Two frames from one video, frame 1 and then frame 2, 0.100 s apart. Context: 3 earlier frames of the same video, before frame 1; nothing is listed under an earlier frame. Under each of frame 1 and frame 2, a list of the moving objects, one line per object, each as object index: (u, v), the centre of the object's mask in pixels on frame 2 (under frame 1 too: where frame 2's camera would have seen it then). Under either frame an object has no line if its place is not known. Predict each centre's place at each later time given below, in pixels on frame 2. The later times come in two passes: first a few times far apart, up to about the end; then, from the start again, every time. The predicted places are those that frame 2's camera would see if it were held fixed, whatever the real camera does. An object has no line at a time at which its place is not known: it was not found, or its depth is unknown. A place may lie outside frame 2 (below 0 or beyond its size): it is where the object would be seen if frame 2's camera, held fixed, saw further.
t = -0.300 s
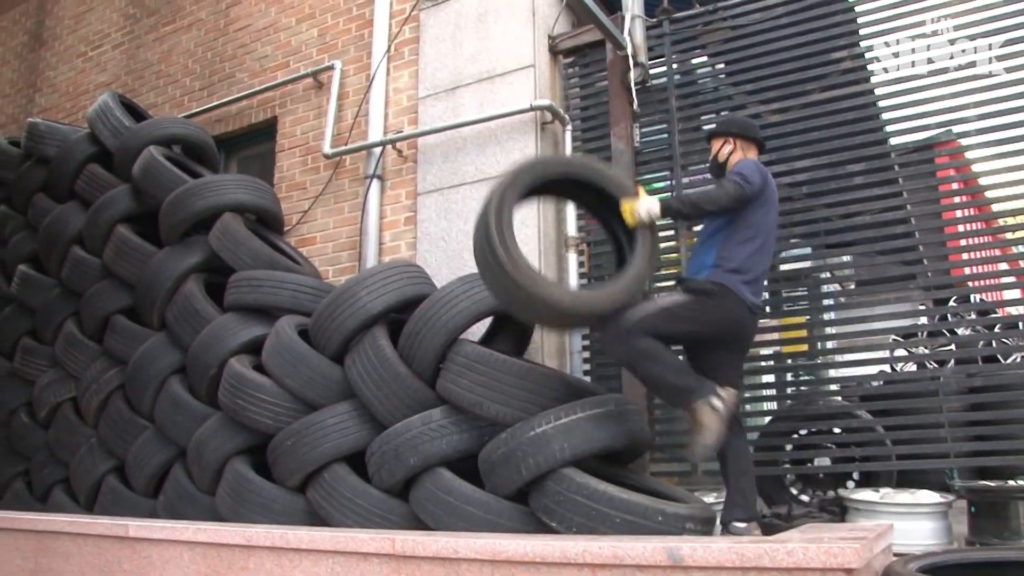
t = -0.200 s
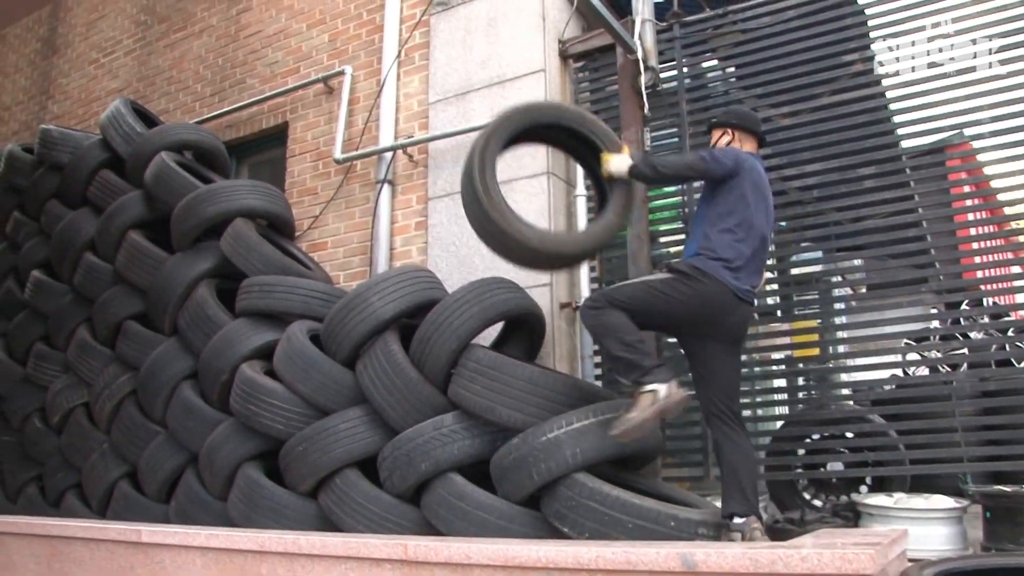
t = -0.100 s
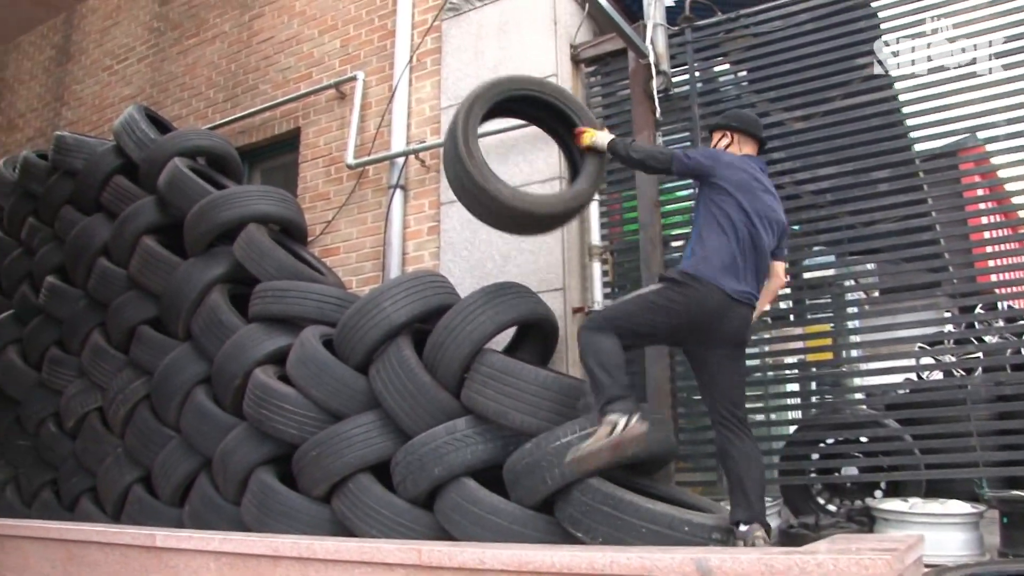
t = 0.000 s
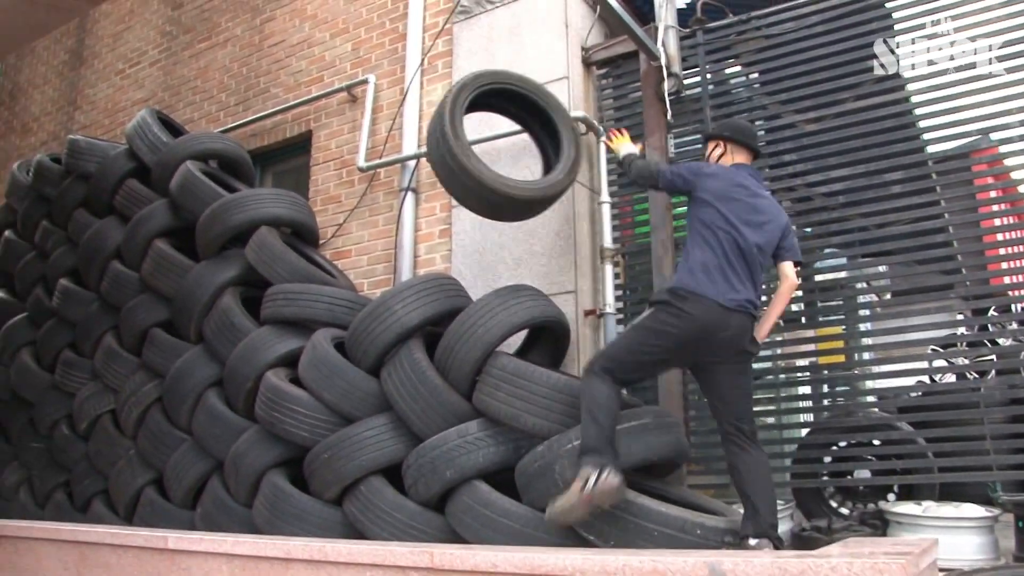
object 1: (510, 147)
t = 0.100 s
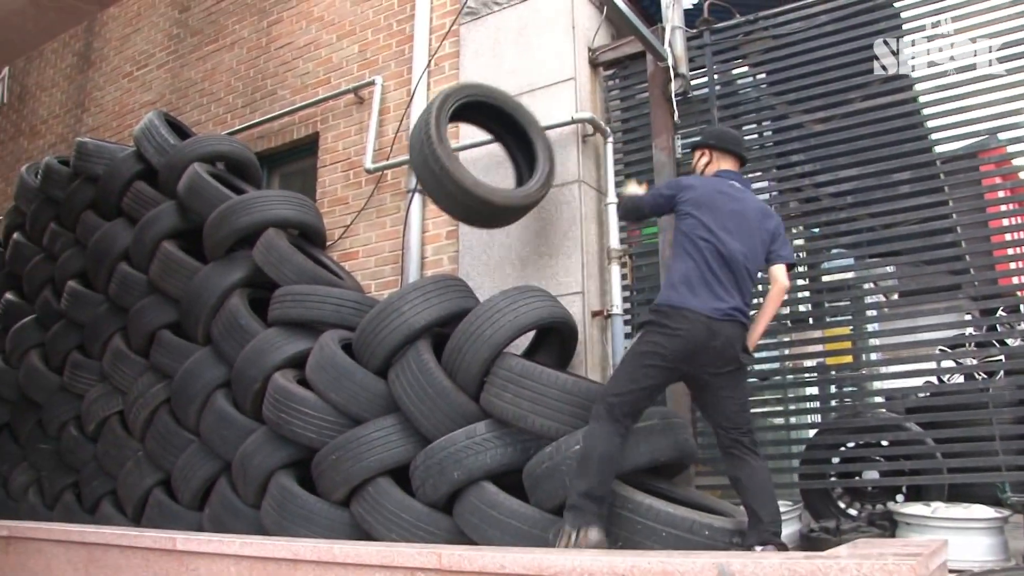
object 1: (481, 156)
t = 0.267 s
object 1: (438, 211)
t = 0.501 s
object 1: (382, 262)
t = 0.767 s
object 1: (365, 273)
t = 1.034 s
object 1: (366, 274)
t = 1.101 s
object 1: (366, 274)
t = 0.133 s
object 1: (472, 163)
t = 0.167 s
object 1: (464, 172)
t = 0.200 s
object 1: (455, 183)
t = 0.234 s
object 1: (447, 197)
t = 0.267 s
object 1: (438, 211)
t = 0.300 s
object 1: (430, 224)
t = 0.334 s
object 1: (422, 235)
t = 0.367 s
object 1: (415, 241)
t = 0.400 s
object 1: (406, 247)
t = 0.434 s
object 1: (396, 254)
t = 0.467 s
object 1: (387, 260)
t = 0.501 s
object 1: (382, 262)
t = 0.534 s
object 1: (379, 262)
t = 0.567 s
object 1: (376, 263)
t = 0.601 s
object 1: (372, 265)
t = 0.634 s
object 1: (367, 271)
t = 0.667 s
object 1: (365, 275)
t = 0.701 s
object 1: (365, 277)
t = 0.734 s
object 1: (364, 275)
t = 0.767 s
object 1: (365, 273)
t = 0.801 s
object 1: (365, 273)
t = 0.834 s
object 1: (364, 273)
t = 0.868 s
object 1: (364, 274)
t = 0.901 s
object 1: (365, 274)
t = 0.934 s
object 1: (366, 274)
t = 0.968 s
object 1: (367, 274)
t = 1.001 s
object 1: (367, 274)
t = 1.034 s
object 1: (366, 274)
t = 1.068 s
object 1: (366, 274)
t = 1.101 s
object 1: (366, 274)
